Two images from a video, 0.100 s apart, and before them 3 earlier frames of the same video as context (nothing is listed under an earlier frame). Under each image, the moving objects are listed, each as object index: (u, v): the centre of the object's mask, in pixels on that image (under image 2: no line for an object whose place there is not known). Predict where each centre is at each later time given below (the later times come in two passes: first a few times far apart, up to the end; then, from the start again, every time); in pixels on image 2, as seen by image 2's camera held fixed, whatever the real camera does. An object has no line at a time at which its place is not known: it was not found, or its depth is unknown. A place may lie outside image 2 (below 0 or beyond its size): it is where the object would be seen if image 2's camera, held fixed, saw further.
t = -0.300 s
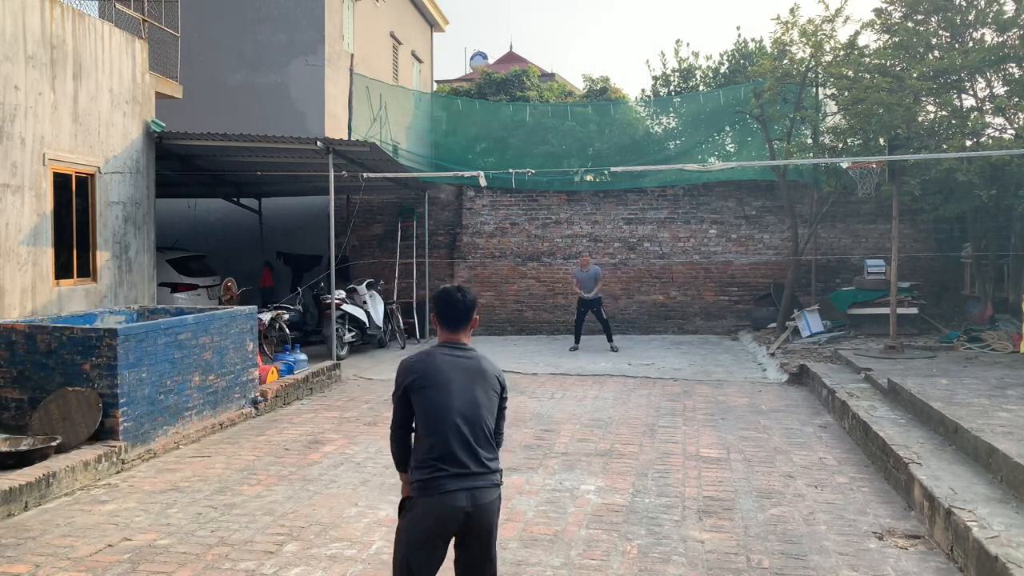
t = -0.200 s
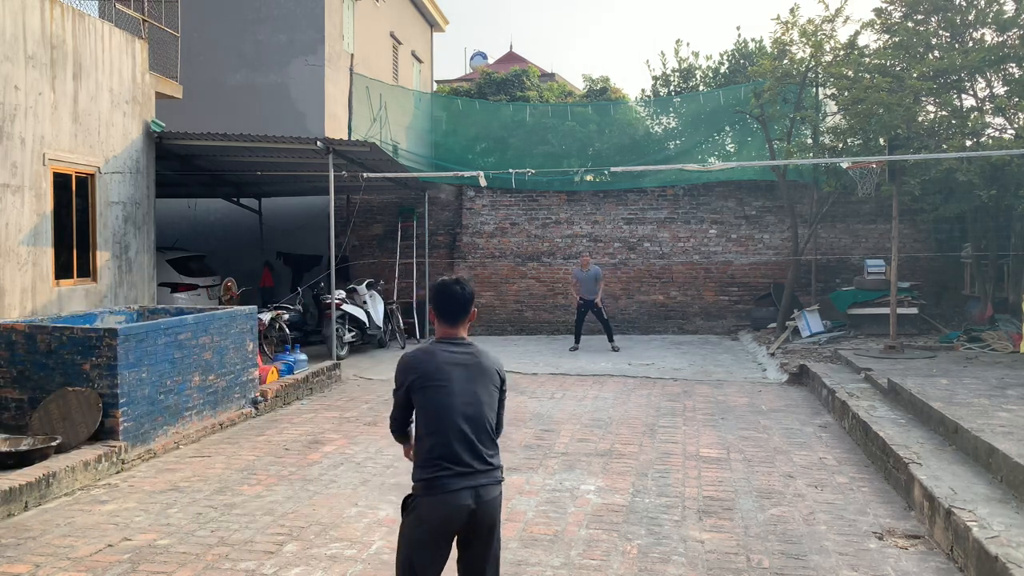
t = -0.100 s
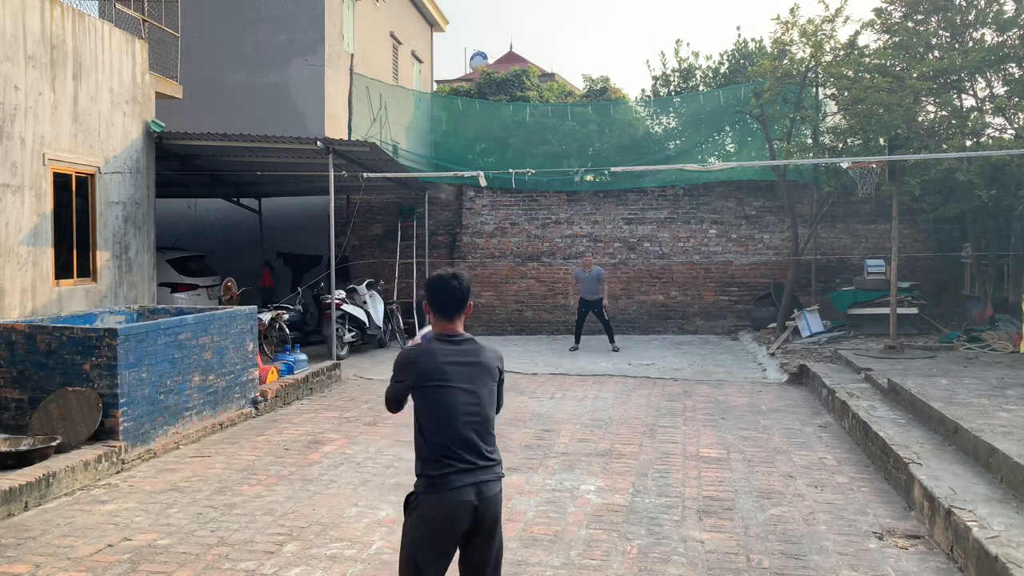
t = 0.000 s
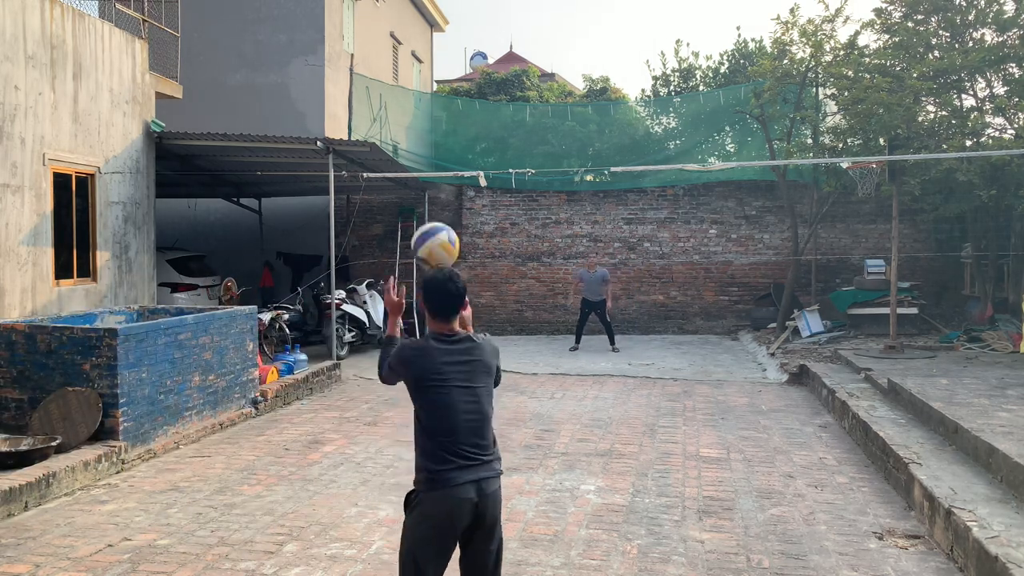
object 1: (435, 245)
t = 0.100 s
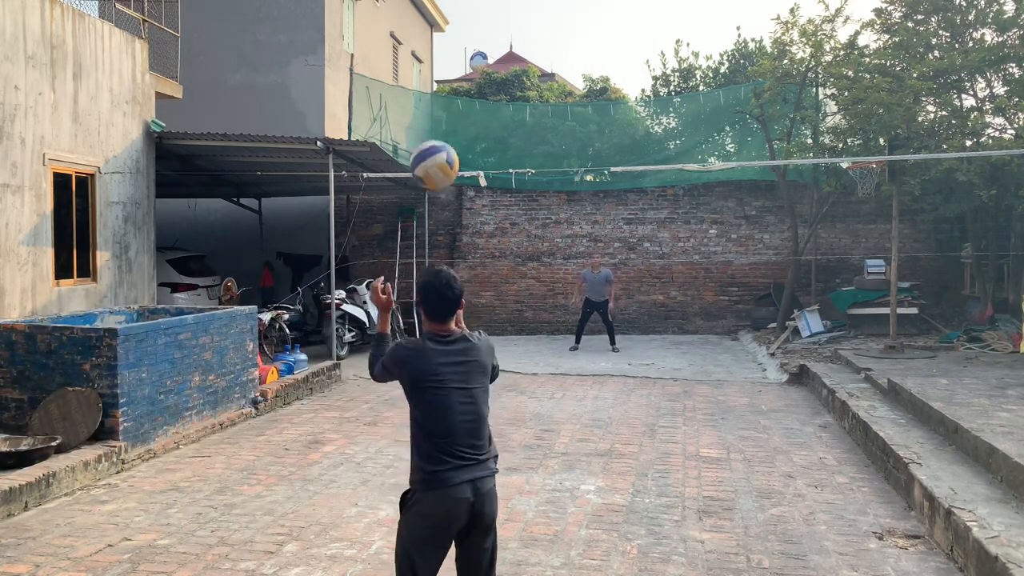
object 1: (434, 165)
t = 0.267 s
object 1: (433, 77)
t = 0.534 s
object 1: (431, 72)
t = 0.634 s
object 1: (431, 115)
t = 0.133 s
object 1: (434, 143)
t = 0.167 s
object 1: (434, 123)
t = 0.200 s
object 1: (434, 105)
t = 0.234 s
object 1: (433, 90)
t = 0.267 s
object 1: (433, 77)
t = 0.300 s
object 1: (433, 67)
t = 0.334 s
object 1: (433, 60)
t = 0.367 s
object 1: (432, 56)
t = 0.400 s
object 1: (432, 53)
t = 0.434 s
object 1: (432, 54)
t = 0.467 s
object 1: (432, 57)
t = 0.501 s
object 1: (431, 64)
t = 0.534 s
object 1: (431, 72)
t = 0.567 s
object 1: (431, 84)
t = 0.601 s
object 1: (430, 98)
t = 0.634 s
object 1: (431, 115)
